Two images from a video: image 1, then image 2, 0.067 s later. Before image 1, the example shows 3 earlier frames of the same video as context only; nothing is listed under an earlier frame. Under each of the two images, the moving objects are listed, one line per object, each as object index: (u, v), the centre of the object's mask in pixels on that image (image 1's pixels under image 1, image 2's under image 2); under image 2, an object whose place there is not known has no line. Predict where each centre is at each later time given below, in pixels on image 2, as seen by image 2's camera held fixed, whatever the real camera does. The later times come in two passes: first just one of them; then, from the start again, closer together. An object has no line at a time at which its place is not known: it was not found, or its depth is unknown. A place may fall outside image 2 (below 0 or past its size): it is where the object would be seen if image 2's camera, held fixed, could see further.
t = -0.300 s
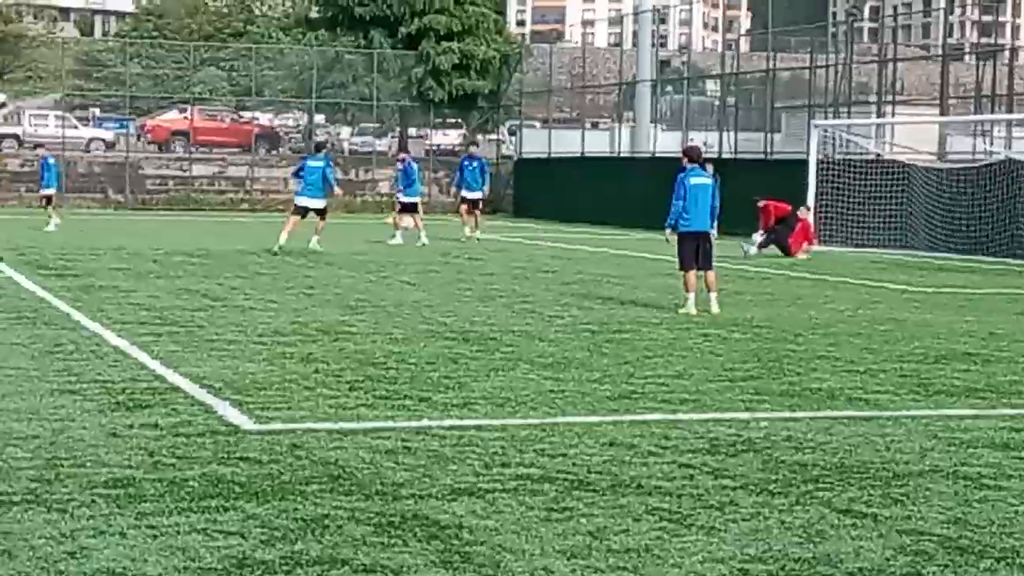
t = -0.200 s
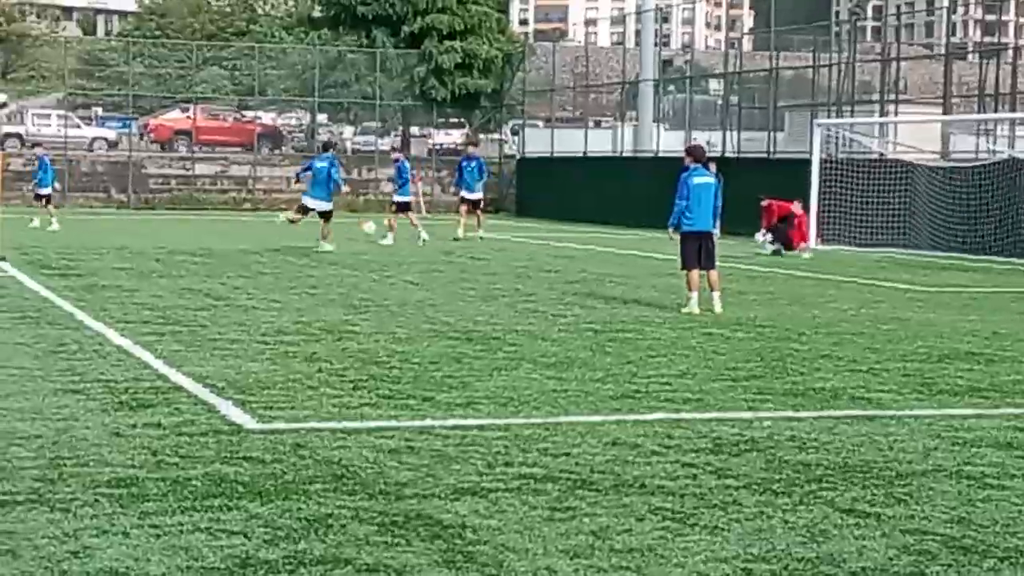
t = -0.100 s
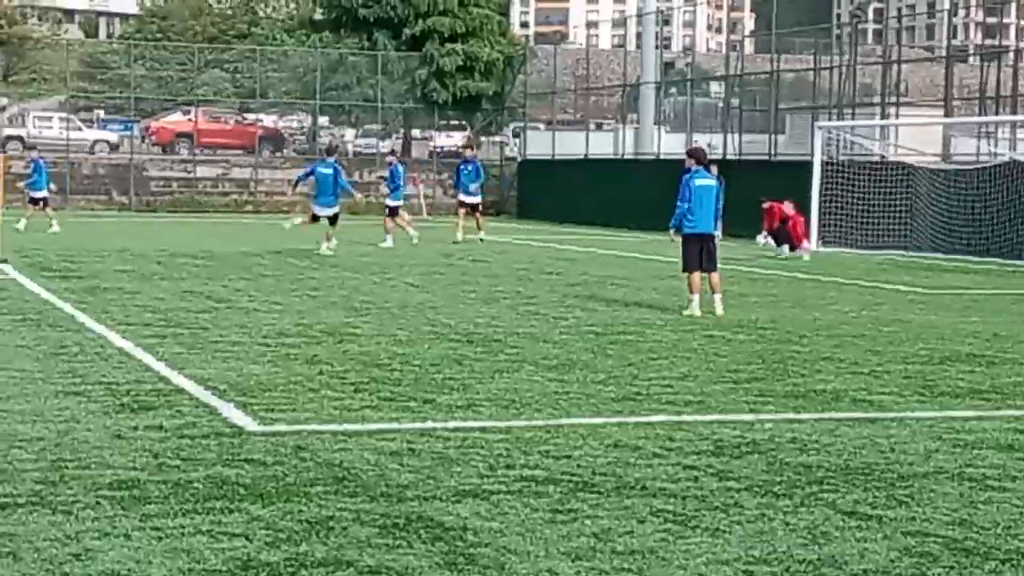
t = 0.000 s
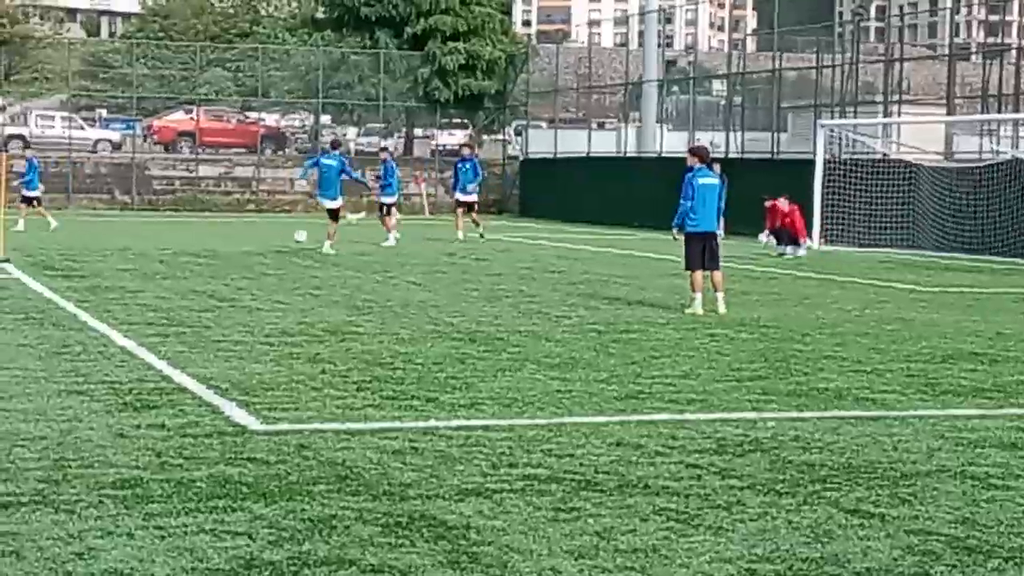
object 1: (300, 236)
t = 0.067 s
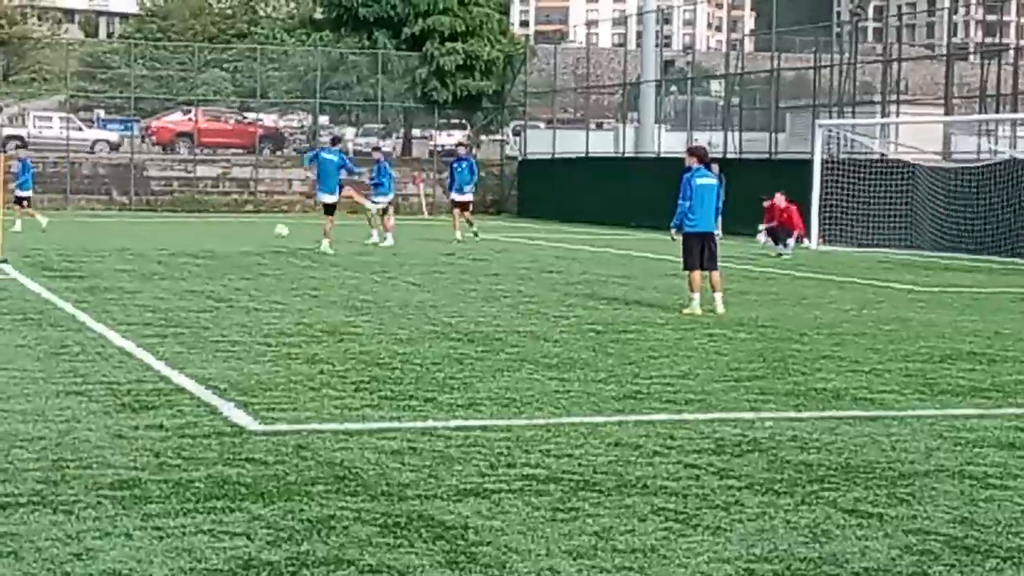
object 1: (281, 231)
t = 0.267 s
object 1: (226, 230)
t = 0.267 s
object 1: (226, 230)
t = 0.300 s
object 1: (217, 232)
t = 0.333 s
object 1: (207, 235)
